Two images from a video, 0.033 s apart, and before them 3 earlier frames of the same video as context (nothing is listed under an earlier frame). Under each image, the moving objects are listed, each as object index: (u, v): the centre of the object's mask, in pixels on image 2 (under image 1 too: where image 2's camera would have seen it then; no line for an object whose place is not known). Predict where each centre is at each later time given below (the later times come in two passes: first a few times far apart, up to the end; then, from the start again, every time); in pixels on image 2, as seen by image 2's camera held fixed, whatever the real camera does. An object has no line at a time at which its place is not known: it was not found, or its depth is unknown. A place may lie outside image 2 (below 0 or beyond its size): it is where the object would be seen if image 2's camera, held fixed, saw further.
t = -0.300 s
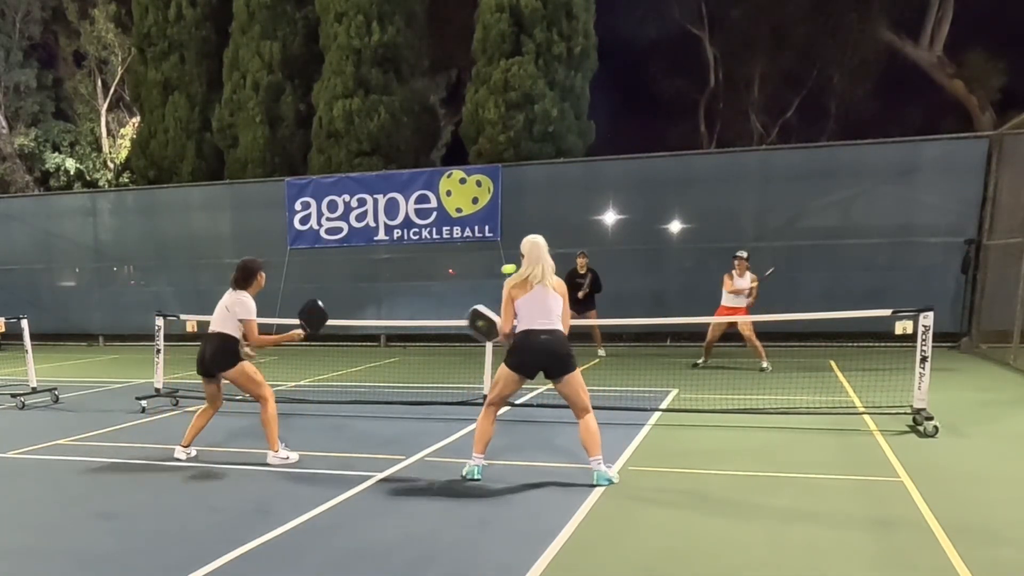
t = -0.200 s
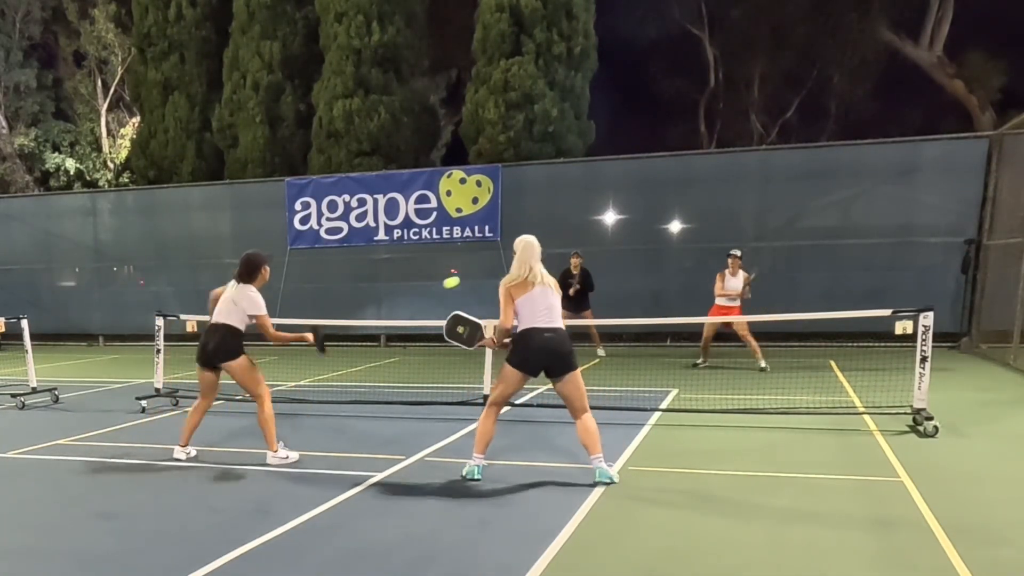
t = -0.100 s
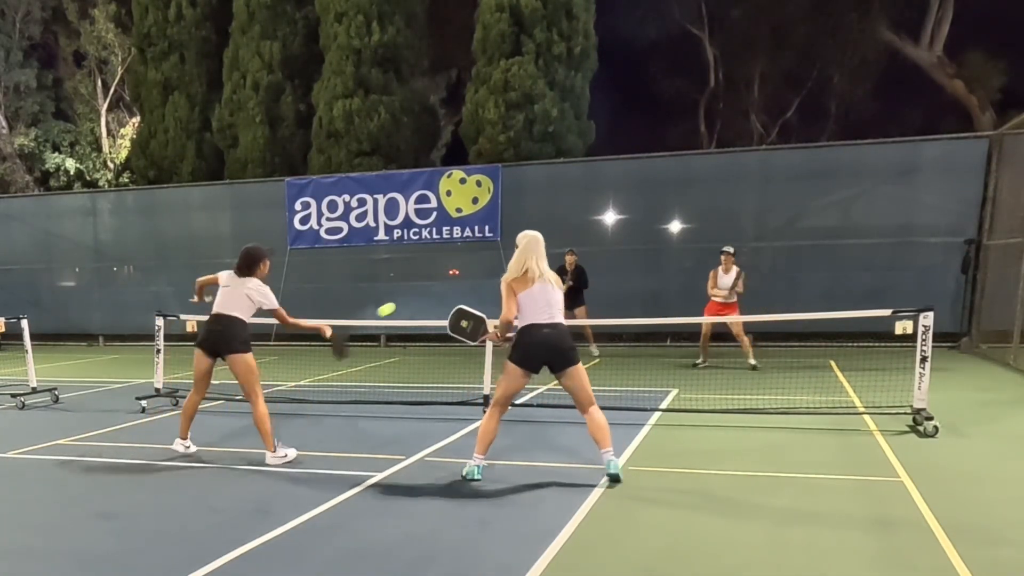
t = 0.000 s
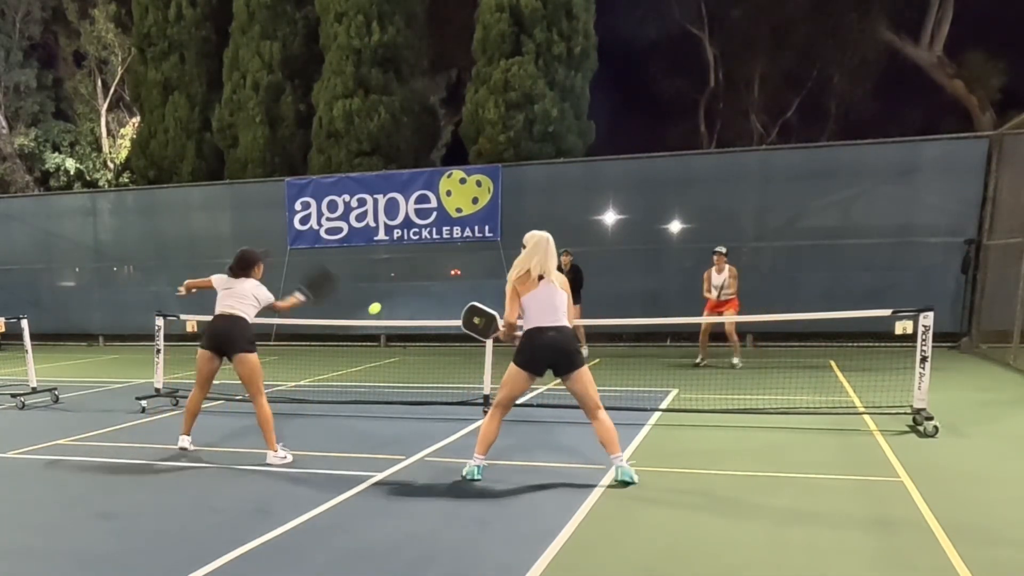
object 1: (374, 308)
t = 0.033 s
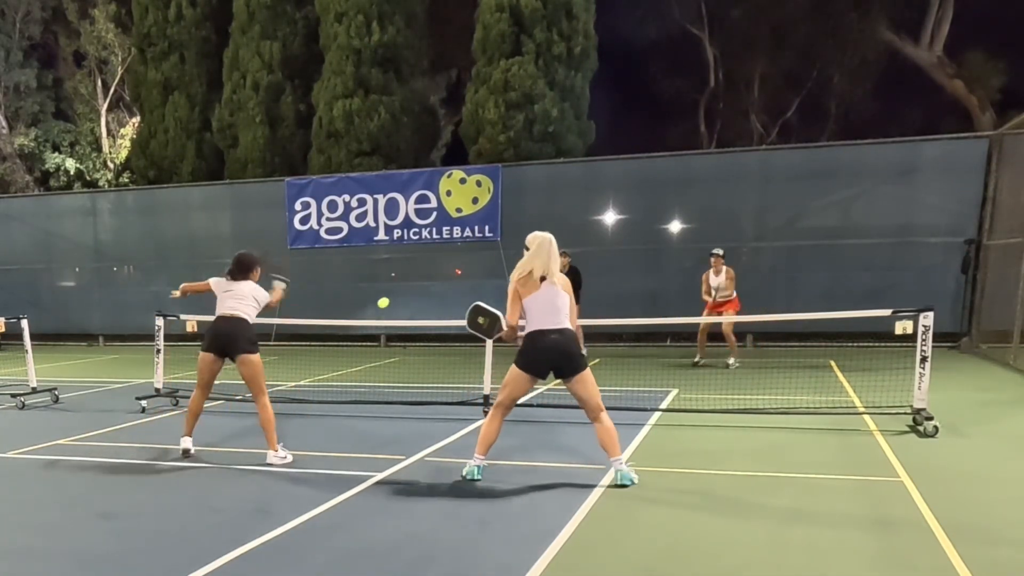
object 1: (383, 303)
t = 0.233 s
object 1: (421, 304)
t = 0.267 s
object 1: (426, 308)
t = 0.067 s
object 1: (391, 299)
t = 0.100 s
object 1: (398, 297)
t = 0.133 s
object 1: (404, 297)
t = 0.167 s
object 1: (410, 298)
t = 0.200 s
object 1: (416, 300)
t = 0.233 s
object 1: (421, 304)
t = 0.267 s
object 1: (426, 308)
